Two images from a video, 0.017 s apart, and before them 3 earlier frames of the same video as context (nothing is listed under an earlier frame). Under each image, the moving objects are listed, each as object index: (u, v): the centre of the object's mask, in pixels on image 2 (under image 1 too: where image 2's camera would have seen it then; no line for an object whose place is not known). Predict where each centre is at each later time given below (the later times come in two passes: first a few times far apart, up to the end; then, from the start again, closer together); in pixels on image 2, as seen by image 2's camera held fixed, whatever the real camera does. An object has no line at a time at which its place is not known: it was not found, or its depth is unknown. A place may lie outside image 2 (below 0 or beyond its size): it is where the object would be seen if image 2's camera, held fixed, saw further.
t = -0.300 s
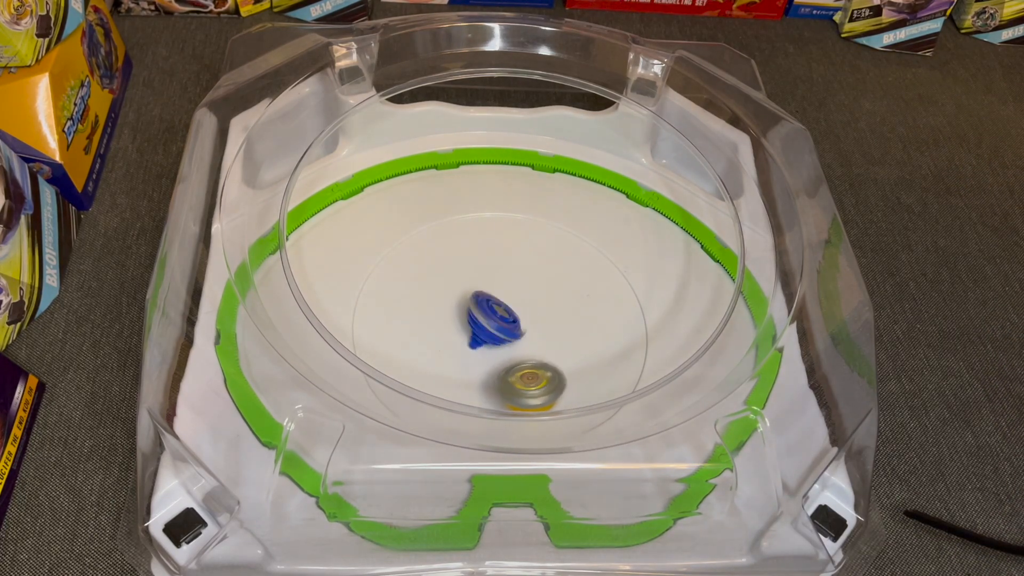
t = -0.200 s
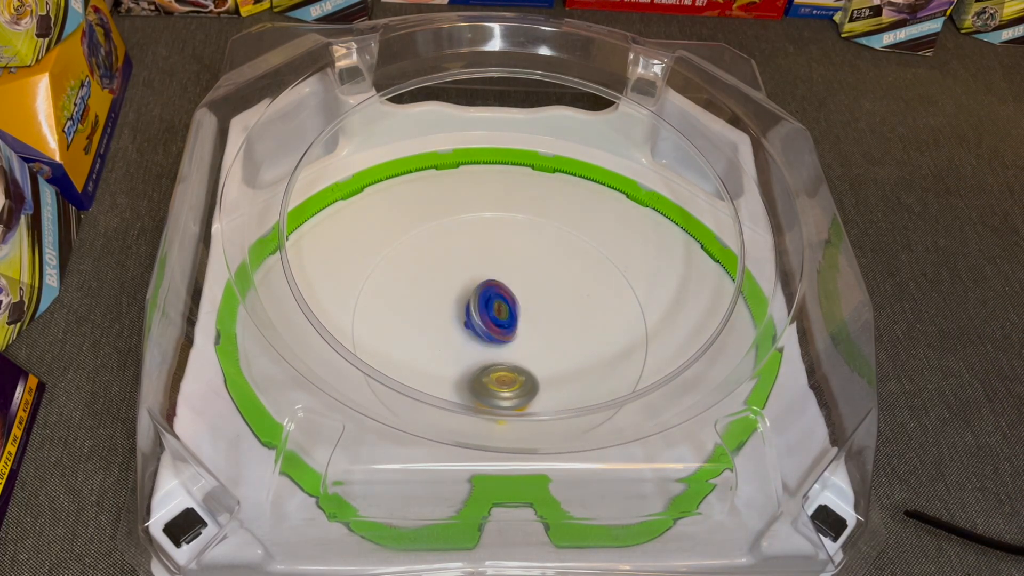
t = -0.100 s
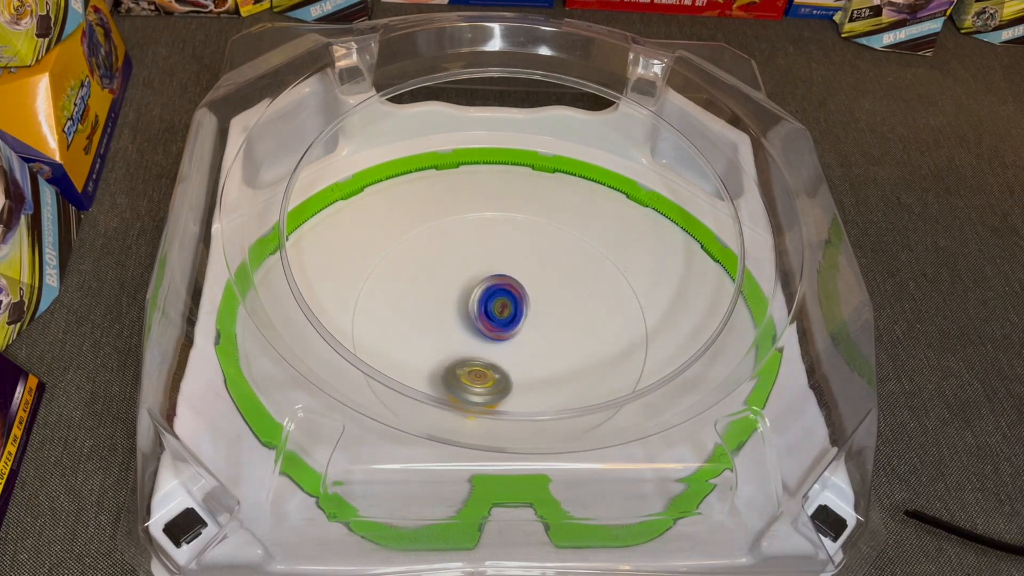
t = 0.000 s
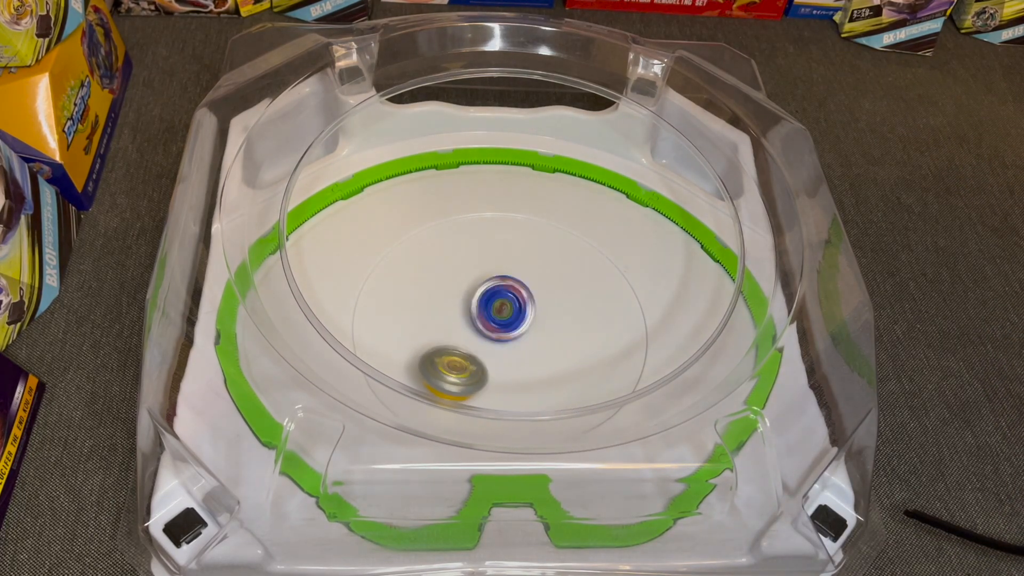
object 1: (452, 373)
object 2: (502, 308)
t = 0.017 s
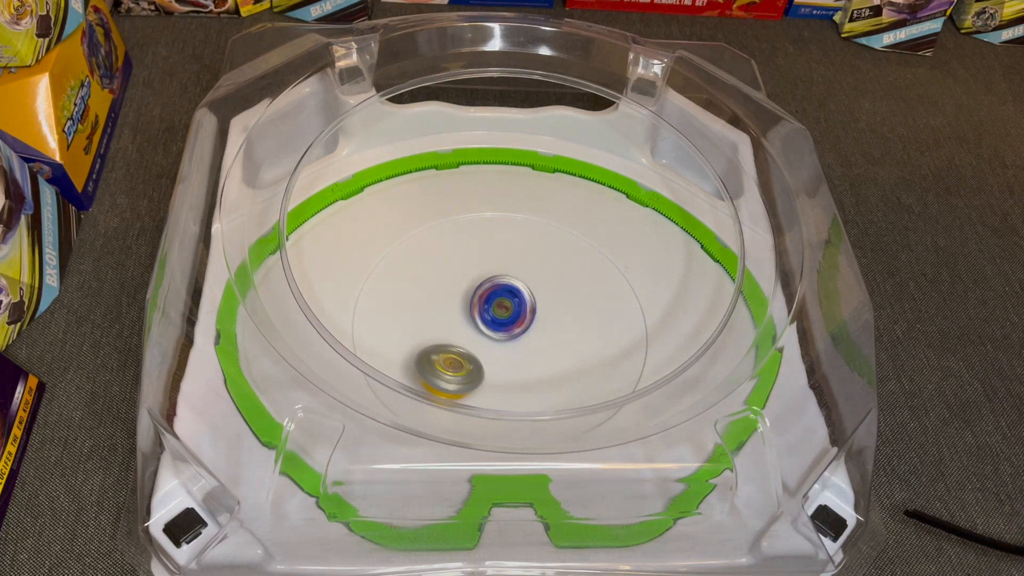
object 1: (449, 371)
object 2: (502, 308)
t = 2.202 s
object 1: (452, 365)
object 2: (495, 310)
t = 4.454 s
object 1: (430, 326)
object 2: (492, 309)
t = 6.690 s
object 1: (433, 283)
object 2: (504, 312)
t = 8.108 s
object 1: (457, 395)
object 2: (607, 311)
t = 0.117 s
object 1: (431, 354)
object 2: (506, 312)
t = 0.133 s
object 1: (428, 351)
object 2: (507, 313)
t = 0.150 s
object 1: (426, 348)
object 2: (507, 314)
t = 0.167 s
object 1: (424, 344)
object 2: (509, 314)
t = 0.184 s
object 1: (422, 340)
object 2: (508, 316)
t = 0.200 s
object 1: (420, 337)
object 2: (508, 318)
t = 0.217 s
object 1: (418, 333)
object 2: (508, 319)
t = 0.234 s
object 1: (417, 329)
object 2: (509, 320)
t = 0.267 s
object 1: (415, 322)
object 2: (507, 323)
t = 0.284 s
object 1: (414, 318)
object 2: (505, 325)
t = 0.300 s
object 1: (414, 314)
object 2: (505, 325)
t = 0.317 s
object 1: (413, 310)
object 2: (503, 326)
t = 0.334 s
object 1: (413, 306)
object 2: (501, 326)
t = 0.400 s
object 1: (414, 291)
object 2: (494, 325)
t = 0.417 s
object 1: (415, 287)
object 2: (492, 325)
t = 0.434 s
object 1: (416, 284)
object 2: (492, 324)
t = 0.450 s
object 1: (417, 280)
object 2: (491, 323)
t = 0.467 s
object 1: (418, 277)
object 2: (490, 321)
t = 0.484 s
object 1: (420, 274)
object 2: (488, 320)
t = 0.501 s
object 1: (422, 270)
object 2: (489, 319)
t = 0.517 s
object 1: (423, 267)
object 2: (489, 317)
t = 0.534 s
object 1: (425, 265)
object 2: (489, 316)
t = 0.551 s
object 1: (428, 261)
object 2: (489, 313)
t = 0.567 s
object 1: (430, 259)
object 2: (491, 314)
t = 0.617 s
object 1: (438, 252)
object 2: (493, 310)
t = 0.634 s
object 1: (441, 249)
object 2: (495, 310)
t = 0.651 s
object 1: (443, 248)
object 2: (494, 310)
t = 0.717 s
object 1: (457, 241)
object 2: (498, 309)
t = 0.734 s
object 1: (461, 239)
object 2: (498, 308)
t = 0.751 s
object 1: (465, 238)
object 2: (500, 308)
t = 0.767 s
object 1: (468, 237)
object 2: (501, 309)
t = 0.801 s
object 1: (476, 236)
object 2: (501, 309)
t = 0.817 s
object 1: (480, 235)
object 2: (502, 309)
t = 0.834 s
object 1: (482, 236)
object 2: (503, 311)
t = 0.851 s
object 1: (487, 235)
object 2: (503, 311)
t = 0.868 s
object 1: (491, 235)
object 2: (503, 312)
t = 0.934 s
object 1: (507, 237)
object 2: (506, 316)
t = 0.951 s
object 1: (510, 237)
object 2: (508, 316)
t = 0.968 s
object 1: (515, 239)
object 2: (506, 319)
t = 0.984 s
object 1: (518, 240)
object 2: (507, 320)
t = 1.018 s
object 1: (526, 242)
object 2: (507, 323)
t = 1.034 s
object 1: (530, 243)
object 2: (505, 324)
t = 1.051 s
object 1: (533, 245)
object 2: (504, 325)
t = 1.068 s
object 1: (537, 247)
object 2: (502, 327)
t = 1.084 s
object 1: (540, 249)
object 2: (502, 327)
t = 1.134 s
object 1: (550, 255)
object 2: (496, 328)
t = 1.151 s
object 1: (553, 258)
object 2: (494, 328)
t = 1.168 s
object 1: (556, 260)
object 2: (493, 327)
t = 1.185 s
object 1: (559, 263)
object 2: (490, 326)
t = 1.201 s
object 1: (561, 266)
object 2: (489, 325)
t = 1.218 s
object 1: (564, 269)
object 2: (489, 324)
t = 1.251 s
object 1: (569, 274)
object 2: (487, 320)
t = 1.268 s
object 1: (571, 277)
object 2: (486, 319)
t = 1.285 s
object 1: (573, 280)
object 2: (487, 318)
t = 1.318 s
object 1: (576, 287)
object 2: (487, 314)
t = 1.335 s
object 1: (577, 290)
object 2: (488, 313)
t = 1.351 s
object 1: (579, 293)
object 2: (489, 311)
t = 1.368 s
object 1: (580, 297)
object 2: (490, 312)
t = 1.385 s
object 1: (581, 300)
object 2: (491, 310)
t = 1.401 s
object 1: (582, 304)
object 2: (492, 310)
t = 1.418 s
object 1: (582, 307)
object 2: (494, 309)
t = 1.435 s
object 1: (583, 311)
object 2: (494, 310)
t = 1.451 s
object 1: (583, 314)
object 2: (495, 308)
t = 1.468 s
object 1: (583, 318)
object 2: (496, 308)
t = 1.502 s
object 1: (582, 325)
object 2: (499, 309)
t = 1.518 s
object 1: (582, 328)
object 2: (499, 309)
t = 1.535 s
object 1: (581, 332)
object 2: (499, 309)
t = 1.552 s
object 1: (580, 335)
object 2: (501, 309)
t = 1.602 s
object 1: (576, 346)
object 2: (503, 310)
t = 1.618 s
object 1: (573, 349)
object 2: (505, 310)
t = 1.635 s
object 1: (572, 352)
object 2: (506, 312)
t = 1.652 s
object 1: (569, 355)
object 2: (506, 314)
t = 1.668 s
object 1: (567, 358)
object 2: (506, 314)
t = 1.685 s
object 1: (564, 360)
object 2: (508, 315)
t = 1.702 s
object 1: (561, 363)
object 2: (507, 318)
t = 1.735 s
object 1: (556, 368)
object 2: (507, 321)
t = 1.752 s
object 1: (552, 371)
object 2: (509, 321)
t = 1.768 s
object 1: (549, 373)
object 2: (507, 324)
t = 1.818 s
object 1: (538, 378)
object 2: (505, 328)
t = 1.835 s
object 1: (535, 379)
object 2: (504, 329)
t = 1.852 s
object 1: (531, 380)
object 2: (502, 330)
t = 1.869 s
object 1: (527, 382)
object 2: (500, 331)
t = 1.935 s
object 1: (510, 383)
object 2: (493, 331)
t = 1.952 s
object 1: (506, 383)
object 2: (492, 331)
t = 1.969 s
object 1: (502, 383)
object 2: (491, 329)
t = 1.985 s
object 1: (498, 383)
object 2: (489, 328)
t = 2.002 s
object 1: (494, 382)
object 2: (488, 326)
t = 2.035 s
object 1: (486, 381)
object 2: (487, 323)
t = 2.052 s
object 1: (482, 380)
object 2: (486, 321)
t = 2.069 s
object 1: (478, 379)
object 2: (486, 319)
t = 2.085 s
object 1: (475, 378)
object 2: (486, 317)
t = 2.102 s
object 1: (471, 376)
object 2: (488, 317)
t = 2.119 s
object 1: (468, 375)
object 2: (489, 314)
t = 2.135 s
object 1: (464, 374)
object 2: (490, 313)
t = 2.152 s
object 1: (461, 371)
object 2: (491, 311)
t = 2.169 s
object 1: (458, 369)
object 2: (493, 312)
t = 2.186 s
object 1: (455, 368)
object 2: (493, 311)
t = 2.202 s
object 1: (452, 365)
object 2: (495, 310)
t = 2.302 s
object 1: (439, 348)
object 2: (503, 309)
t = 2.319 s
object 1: (437, 344)
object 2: (503, 311)
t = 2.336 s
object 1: (435, 341)
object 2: (504, 310)
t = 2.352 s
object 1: (434, 337)
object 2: (505, 310)
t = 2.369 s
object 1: (433, 334)
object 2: (506, 311)
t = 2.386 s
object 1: (432, 330)
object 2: (508, 313)
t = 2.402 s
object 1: (431, 327)
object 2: (508, 314)
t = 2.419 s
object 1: (431, 323)
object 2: (509, 313)
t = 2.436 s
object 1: (430, 319)
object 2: (511, 315)
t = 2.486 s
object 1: (430, 309)
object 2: (512, 320)
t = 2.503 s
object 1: (430, 305)
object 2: (513, 320)
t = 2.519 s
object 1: (431, 302)
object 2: (512, 323)
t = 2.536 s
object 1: (431, 298)
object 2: (512, 325)
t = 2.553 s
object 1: (433, 294)
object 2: (511, 327)
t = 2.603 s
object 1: (436, 285)
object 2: (507, 330)
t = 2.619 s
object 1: (437, 282)
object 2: (505, 331)
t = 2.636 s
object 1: (440, 278)
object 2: (504, 332)
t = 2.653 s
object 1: (441, 276)
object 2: (503, 331)
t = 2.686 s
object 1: (445, 270)
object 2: (498, 332)
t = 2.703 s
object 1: (447, 267)
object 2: (495, 332)
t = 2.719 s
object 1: (449, 265)
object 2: (494, 329)
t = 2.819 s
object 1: (465, 252)
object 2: (487, 320)
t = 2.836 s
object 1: (470, 250)
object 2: (486, 318)
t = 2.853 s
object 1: (473, 248)
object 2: (488, 317)
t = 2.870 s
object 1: (477, 246)
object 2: (489, 315)
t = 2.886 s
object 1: (480, 245)
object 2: (489, 312)
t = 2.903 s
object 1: (483, 244)
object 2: (489, 311)
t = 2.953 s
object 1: (494, 241)
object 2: (494, 308)
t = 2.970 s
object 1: (498, 241)
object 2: (495, 307)
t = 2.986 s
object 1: (501, 241)
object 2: (497, 306)
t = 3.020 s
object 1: (509, 241)
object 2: (498, 307)
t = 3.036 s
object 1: (512, 241)
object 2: (499, 306)
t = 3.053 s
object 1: (516, 241)
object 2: (501, 306)
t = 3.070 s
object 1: (519, 242)
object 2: (502, 308)
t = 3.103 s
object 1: (526, 243)
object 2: (503, 308)
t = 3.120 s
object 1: (529, 244)
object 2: (505, 308)
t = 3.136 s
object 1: (533, 245)
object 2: (506, 310)
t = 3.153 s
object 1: (536, 246)
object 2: (506, 312)
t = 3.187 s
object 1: (542, 249)
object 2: (509, 312)
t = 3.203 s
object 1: (546, 251)
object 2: (510, 314)
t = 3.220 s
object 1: (549, 253)
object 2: (510, 316)
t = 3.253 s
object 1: (554, 257)
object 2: (510, 319)
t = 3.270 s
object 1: (557, 259)
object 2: (512, 320)
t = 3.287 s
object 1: (559, 261)
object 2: (510, 323)
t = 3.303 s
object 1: (561, 264)
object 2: (510, 325)
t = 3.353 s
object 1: (567, 272)
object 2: (507, 329)
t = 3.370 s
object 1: (570, 275)
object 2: (504, 330)
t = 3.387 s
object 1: (571, 277)
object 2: (502, 331)
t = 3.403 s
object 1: (572, 281)
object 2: (501, 332)
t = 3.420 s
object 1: (574, 283)
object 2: (499, 331)
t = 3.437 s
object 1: (575, 286)
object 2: (496, 332)
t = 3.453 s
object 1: (576, 290)
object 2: (494, 331)
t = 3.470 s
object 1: (576, 293)
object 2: (492, 331)
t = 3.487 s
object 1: (577, 296)
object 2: (491, 329)
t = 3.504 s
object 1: (577, 299)
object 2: (488, 328)
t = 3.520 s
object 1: (578, 302)
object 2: (487, 326)
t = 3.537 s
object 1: (578, 306)
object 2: (485, 325)
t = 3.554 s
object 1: (577, 309)
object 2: (486, 323)
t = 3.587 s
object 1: (576, 316)
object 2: (485, 319)
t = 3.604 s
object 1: (576, 319)
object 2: (485, 317)
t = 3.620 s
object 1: (575, 322)
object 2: (486, 316)
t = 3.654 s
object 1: (572, 329)
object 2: (488, 311)
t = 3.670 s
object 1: (571, 332)
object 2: (489, 311)
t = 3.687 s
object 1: (568, 335)
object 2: (490, 309)
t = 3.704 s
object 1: (568, 339)
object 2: (492, 310)
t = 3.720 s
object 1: (565, 342)
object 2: (492, 309)
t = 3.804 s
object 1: (553, 355)
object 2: (498, 307)
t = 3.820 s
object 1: (549, 357)
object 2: (500, 306)
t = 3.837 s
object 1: (546, 359)
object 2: (502, 308)
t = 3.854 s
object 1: (543, 362)
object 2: (502, 309)
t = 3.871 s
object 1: (539, 363)
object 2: (502, 309)
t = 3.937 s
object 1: (524, 370)
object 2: (506, 313)
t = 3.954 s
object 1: (520, 370)
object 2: (507, 314)
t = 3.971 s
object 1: (516, 371)
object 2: (510, 314)
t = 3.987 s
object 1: (511, 372)
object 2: (509, 317)
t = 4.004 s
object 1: (507, 372)
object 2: (510, 318)
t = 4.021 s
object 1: (503, 372)
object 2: (509, 321)
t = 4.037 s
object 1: (498, 372)
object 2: (511, 322)
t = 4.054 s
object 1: (495, 372)
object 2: (510, 323)
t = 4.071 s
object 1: (491, 372)
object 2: (509, 325)
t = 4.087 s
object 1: (486, 371)
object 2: (508, 327)
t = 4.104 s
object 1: (482, 370)
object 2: (506, 328)
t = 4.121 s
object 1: (478, 369)
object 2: (505, 328)
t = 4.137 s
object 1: (475, 369)
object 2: (503, 329)
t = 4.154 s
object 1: (471, 367)
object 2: (501, 329)
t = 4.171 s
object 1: (467, 366)
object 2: (499, 329)
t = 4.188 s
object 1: (464, 364)
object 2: (497, 329)
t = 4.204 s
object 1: (460, 363)
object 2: (495, 328)
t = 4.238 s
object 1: (454, 359)
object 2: (491, 326)
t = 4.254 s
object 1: (451, 357)
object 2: (490, 326)
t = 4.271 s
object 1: (448, 355)
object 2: (489, 324)
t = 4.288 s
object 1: (445, 353)
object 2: (488, 322)
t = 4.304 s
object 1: (443, 350)
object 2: (487, 321)
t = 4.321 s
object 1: (441, 348)
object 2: (486, 319)
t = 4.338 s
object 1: (439, 346)
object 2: (487, 319)
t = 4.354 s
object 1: (437, 343)
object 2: (487, 317)
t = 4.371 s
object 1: (435, 341)
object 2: (487, 314)
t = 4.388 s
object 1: (434, 338)
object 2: (487, 313)
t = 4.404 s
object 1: (433, 335)
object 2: (489, 312)
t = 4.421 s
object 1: (432, 332)
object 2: (490, 313)
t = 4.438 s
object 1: (430, 330)
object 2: (490, 310)
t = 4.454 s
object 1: (430, 326)
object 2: (492, 309)
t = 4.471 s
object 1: (429, 323)
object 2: (493, 308)
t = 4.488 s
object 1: (429, 321)
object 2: (495, 310)
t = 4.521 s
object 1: (428, 314)
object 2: (496, 308)
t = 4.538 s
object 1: (428, 311)
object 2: (498, 308)
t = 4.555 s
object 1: (429, 308)
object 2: (500, 309)
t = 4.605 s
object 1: (431, 299)
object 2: (502, 309)
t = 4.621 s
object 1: (432, 296)
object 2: (503, 310)
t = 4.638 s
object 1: (433, 294)
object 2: (504, 312)
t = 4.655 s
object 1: (435, 291)
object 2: (504, 313)
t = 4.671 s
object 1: (437, 288)
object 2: (505, 314)
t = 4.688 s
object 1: (438, 286)
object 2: (508, 313)
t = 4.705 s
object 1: (440, 283)
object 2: (508, 317)
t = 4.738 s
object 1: (445, 278)
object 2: (508, 320)
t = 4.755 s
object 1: (447, 275)
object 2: (510, 321)
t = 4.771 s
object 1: (449, 274)
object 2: (510, 322)
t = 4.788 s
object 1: (451, 273)
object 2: (509, 325)
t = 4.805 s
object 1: (455, 270)
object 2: (509, 327)
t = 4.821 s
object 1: (458, 268)
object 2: (507, 329)
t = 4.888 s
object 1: (471, 261)
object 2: (501, 332)
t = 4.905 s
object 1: (473, 260)
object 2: (499, 333)
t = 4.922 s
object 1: (477, 259)
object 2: (497, 332)
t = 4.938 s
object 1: (480, 258)
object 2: (494, 332)
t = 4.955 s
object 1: (484, 257)
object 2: (493, 331)
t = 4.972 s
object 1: (487, 257)
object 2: (490, 330)
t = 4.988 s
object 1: (491, 256)
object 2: (490, 329)
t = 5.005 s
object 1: (494, 256)
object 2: (489, 327)
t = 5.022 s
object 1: (497, 255)
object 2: (487, 325)
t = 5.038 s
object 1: (501, 255)
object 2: (486, 324)
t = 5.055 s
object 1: (504, 255)
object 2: (486, 322)
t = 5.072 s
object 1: (508, 255)
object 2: (487, 321)
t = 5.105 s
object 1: (514, 256)
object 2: (487, 316)
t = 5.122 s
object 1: (518, 256)
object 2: (488, 314)
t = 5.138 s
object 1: (521, 257)
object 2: (490, 314)
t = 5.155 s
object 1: (525, 258)
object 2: (490, 313)
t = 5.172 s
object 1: (528, 258)
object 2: (491, 311)
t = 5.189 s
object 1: (531, 260)
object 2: (492, 310)
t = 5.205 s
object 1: (534, 261)
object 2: (495, 310)
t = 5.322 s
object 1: (554, 273)
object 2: (501, 310)
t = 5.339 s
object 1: (556, 275)
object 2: (502, 310)
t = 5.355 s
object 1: (559, 277)
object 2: (504, 311)
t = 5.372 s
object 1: (561, 279)
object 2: (505, 313)
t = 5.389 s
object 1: (563, 282)
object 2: (505, 314)
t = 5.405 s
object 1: (564, 284)
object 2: (507, 313)
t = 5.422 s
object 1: (566, 287)
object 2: (509, 314)
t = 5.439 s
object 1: (568, 290)
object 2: (508, 317)
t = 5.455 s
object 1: (569, 293)
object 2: (509, 319)
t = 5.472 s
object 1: (570, 295)
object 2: (509, 321)
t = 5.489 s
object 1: (571, 298)
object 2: (511, 322)
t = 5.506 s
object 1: (572, 301)
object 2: (510, 324)
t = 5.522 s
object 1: (572, 304)
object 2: (509, 326)
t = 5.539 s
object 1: (573, 307)
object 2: (508, 327)
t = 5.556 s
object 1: (573, 310)
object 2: (507, 330)
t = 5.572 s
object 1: (573, 313)
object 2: (506, 330)
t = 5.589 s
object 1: (573, 316)
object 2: (505, 331)
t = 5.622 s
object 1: (572, 322)
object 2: (500, 332)
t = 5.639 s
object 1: (571, 324)
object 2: (499, 333)
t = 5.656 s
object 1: (570, 328)
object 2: (497, 331)
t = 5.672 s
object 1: (568, 330)
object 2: (494, 331)
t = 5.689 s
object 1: (567, 333)
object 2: (493, 330)
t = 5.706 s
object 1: (565, 336)
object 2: (490, 329)
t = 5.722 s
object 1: (563, 339)
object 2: (490, 328)
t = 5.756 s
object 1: (559, 344)
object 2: (488, 323)
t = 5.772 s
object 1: (557, 346)
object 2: (487, 322)
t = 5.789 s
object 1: (554, 348)
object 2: (487, 320)
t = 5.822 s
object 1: (548, 352)
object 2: (489, 316)
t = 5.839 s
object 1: (545, 354)
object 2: (489, 315)
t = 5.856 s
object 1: (542, 356)
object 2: (490, 314)
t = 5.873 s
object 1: (539, 358)
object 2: (492, 313)
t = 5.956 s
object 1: (521, 364)
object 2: (498, 310)
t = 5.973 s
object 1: (517, 365)
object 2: (497, 310)
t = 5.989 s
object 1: (512, 365)
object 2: (499, 309)
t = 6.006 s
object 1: (508, 365)
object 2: (501, 308)
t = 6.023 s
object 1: (504, 365)
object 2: (502, 309)
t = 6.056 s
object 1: (496, 364)
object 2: (501, 309)
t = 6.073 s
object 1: (491, 364)
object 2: (503, 310)
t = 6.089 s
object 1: (487, 363)
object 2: (506, 310)
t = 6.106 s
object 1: (484, 362)
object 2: (507, 311)
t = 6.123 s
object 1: (479, 362)
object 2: (508, 313)
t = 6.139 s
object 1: (475, 360)
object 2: (508, 314)
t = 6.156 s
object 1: (472, 359)
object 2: (511, 315)
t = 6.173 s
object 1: (468, 357)
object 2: (511, 316)
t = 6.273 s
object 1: (448, 346)
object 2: (508, 327)
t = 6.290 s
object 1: (445, 344)
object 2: (507, 328)
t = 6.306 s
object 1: (443, 341)
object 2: (506, 329)
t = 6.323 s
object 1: (440, 339)
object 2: (505, 329)
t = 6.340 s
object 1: (437, 337)
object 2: (503, 329)
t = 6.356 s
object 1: (435, 334)
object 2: (501, 329)
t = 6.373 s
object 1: (433, 332)
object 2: (499, 329)
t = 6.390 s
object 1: (431, 329)
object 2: (499, 328)
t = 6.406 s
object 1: (429, 327)
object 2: (498, 327)
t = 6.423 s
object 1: (428, 324)
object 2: (496, 325)
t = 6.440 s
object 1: (427, 321)
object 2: (496, 324)
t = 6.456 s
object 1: (426, 319)
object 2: (495, 323)
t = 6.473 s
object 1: (425, 316)
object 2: (496, 322)
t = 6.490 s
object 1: (425, 313)
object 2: (496, 320)
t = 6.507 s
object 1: (424, 311)
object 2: (496, 317)
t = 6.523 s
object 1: (424, 308)
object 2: (496, 316)
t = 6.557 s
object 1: (424, 303)
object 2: (499, 316)
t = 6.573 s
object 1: (424, 300)
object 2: (498, 314)
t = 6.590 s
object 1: (425, 297)
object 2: (500, 313)
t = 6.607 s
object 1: (426, 295)
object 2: (500, 312)
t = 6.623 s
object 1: (427, 293)
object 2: (502, 312)
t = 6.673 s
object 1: (431, 286)
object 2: (503, 312)
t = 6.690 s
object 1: (433, 283)
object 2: (504, 312)
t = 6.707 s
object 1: (435, 282)
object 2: (505, 313)
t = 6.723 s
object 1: (437, 280)
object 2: (504, 314)
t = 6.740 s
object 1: (439, 278)
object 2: (504, 313)
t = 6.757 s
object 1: (442, 276)
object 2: (505, 312)
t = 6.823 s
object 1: (453, 270)
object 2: (507, 316)
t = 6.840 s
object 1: (456, 268)
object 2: (509, 315)
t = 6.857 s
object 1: (459, 267)
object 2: (509, 317)
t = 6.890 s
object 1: (466, 265)
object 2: (509, 320)
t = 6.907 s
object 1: (469, 264)
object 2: (508, 322)
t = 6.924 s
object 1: (473, 263)
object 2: (509, 322)
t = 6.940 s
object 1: (476, 263)
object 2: (508, 323)
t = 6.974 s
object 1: (483, 263)
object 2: (505, 326)
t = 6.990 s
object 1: (487, 263)
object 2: (503, 327)
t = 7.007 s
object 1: (491, 262)
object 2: (502, 326)
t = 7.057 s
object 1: (501, 263)
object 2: (496, 326)
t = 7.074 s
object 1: (504, 264)
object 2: (495, 326)
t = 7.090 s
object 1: (507, 264)
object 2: (494, 324)
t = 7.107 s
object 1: (511, 265)
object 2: (493, 322)
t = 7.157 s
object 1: (522, 268)
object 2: (492, 319)
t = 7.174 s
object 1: (525, 269)
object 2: (492, 318)
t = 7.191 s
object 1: (540, 264)
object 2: (474, 323)
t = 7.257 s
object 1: (589, 254)
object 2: (418, 335)
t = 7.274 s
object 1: (598, 253)
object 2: (404, 340)
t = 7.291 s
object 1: (604, 253)
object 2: (392, 340)
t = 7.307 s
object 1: (609, 253)
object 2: (382, 340)
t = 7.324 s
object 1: (611, 255)
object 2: (375, 339)
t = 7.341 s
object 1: (611, 258)
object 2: (370, 338)
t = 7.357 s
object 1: (610, 263)
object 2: (368, 332)
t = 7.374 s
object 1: (608, 266)
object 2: (365, 330)
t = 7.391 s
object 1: (606, 270)
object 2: (361, 329)
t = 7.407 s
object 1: (604, 274)
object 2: (355, 332)
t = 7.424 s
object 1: (603, 278)
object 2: (355, 330)
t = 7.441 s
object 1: (601, 282)
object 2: (362, 328)
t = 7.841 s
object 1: (536, 381)
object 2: (553, 279)
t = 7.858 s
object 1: (532, 384)
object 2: (562, 281)
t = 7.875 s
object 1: (526, 386)
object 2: (568, 282)
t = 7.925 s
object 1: (514, 390)
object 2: (584, 286)
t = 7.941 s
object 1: (508, 391)
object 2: (589, 287)
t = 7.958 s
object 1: (503, 392)
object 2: (593, 289)
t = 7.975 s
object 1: (498, 392)
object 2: (597, 292)
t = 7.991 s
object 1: (493, 392)
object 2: (599, 295)
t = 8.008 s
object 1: (489, 392)
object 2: (601, 297)
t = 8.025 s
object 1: (483, 398)
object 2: (603, 299)
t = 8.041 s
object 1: (477, 398)
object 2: (604, 302)
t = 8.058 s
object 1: (471, 398)
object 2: (605, 304)
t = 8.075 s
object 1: (466, 397)
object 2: (606, 306)
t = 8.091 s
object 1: (462, 396)
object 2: (606, 309)
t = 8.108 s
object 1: (457, 395)
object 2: (607, 311)
